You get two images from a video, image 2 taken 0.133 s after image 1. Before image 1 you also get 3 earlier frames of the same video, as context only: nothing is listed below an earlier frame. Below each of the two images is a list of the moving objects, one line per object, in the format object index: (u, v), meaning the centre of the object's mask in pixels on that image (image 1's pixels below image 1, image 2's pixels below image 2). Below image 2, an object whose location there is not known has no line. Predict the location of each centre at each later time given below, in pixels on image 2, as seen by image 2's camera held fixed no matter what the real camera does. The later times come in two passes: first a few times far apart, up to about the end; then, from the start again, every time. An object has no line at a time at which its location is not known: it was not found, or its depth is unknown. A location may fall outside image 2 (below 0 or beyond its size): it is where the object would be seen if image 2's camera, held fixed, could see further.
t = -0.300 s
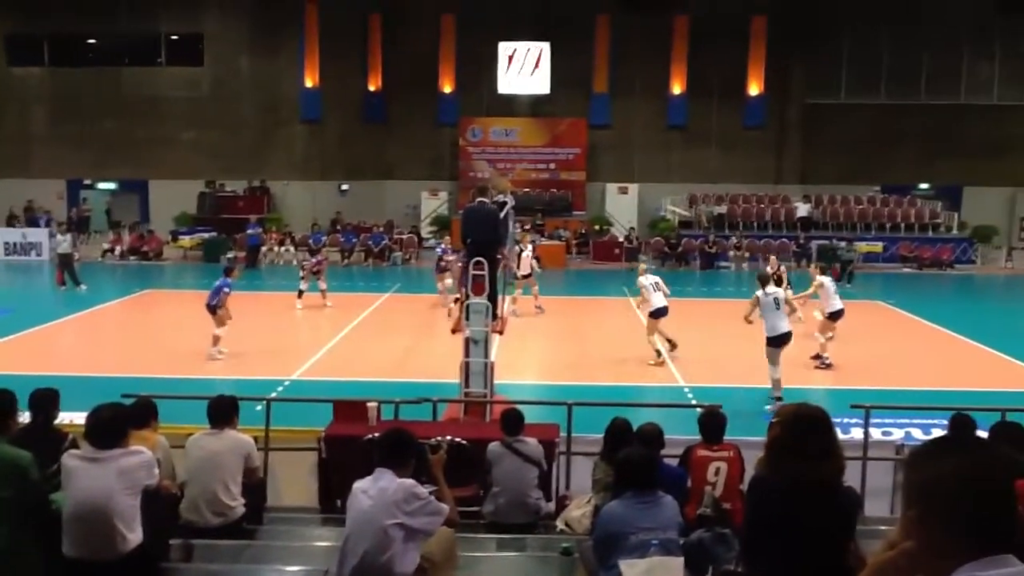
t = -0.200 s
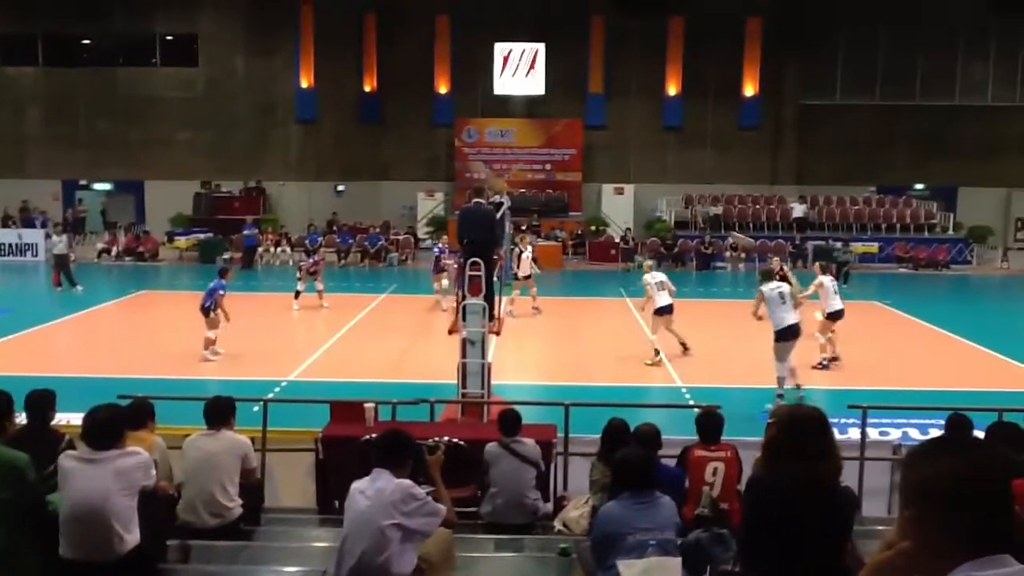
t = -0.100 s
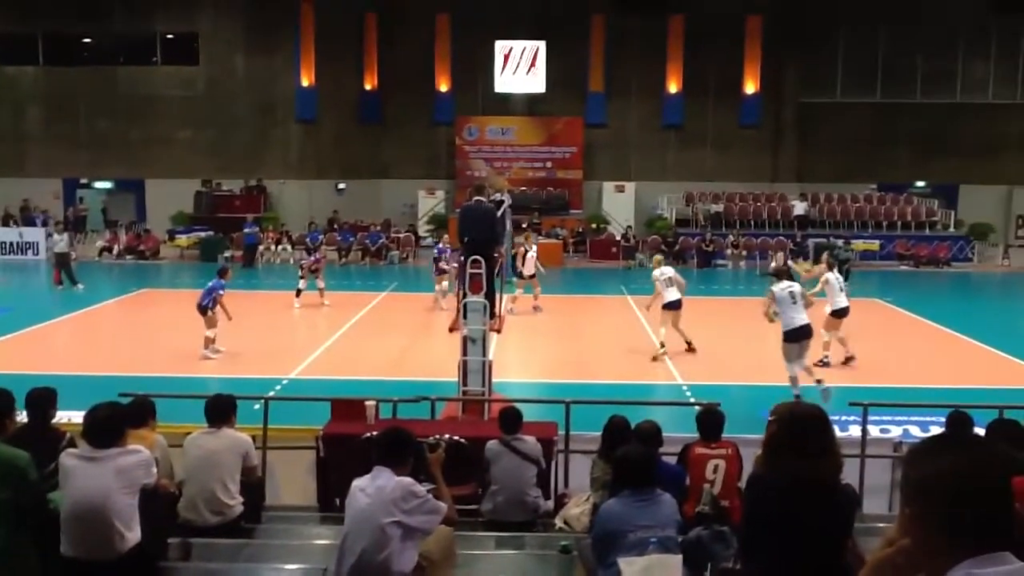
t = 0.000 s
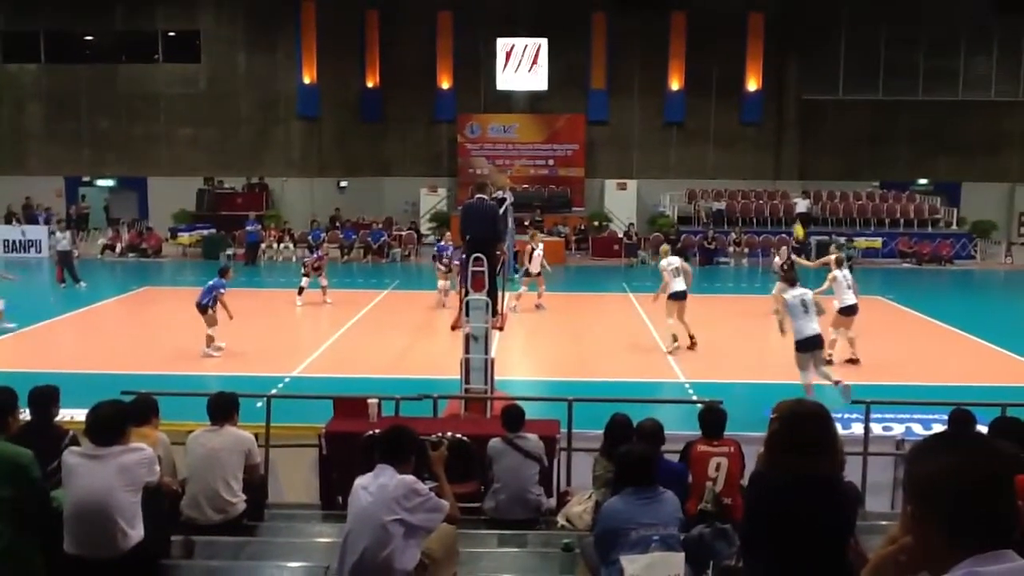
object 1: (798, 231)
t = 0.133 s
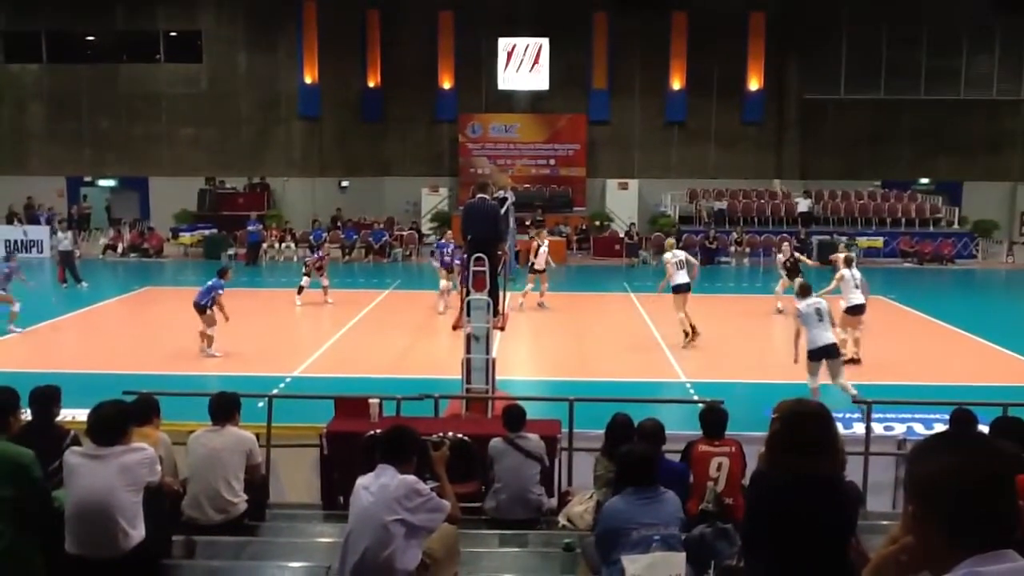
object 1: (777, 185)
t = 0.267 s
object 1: (758, 152)
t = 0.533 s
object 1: (715, 110)
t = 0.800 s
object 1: (671, 105)
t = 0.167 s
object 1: (773, 176)
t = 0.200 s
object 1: (768, 168)
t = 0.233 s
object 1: (763, 160)
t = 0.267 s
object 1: (758, 152)
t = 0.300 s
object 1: (753, 145)
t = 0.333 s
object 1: (748, 139)
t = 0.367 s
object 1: (743, 132)
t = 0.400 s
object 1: (738, 127)
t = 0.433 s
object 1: (732, 122)
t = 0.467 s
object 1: (726, 118)
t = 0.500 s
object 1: (721, 113)
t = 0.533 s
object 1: (715, 110)
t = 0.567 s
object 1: (710, 108)
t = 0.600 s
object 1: (705, 105)
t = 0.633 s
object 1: (699, 103)
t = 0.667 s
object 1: (694, 103)
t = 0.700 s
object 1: (689, 102)
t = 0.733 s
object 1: (683, 102)
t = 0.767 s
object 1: (677, 103)
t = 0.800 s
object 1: (671, 105)
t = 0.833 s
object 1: (665, 107)
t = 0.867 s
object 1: (660, 109)
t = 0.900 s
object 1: (655, 113)
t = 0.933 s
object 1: (650, 116)
